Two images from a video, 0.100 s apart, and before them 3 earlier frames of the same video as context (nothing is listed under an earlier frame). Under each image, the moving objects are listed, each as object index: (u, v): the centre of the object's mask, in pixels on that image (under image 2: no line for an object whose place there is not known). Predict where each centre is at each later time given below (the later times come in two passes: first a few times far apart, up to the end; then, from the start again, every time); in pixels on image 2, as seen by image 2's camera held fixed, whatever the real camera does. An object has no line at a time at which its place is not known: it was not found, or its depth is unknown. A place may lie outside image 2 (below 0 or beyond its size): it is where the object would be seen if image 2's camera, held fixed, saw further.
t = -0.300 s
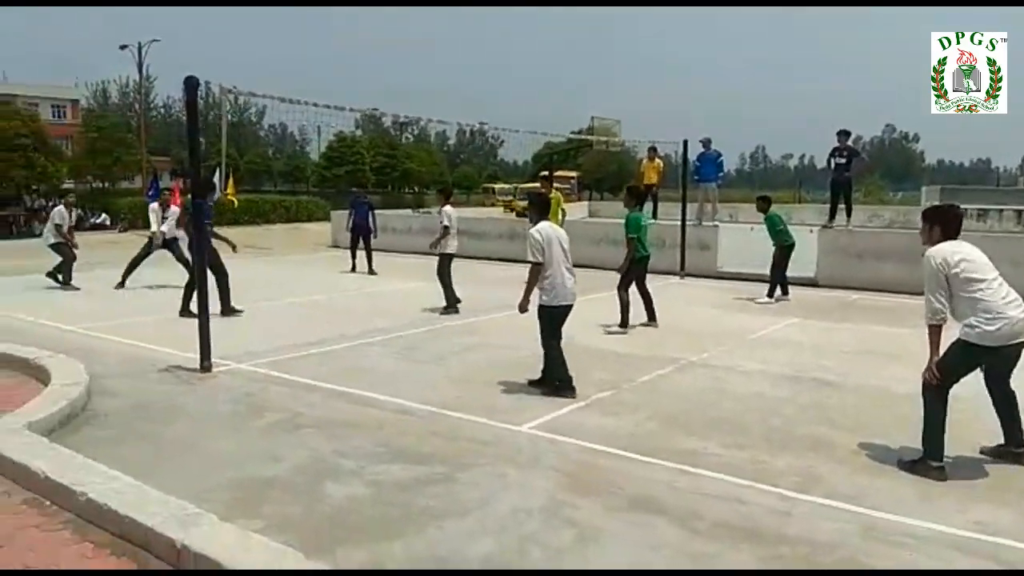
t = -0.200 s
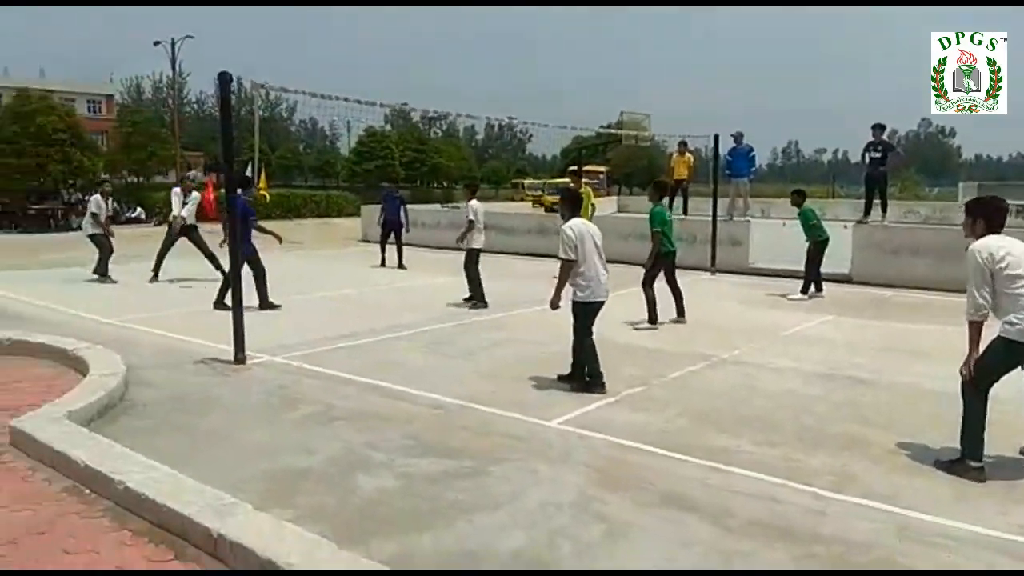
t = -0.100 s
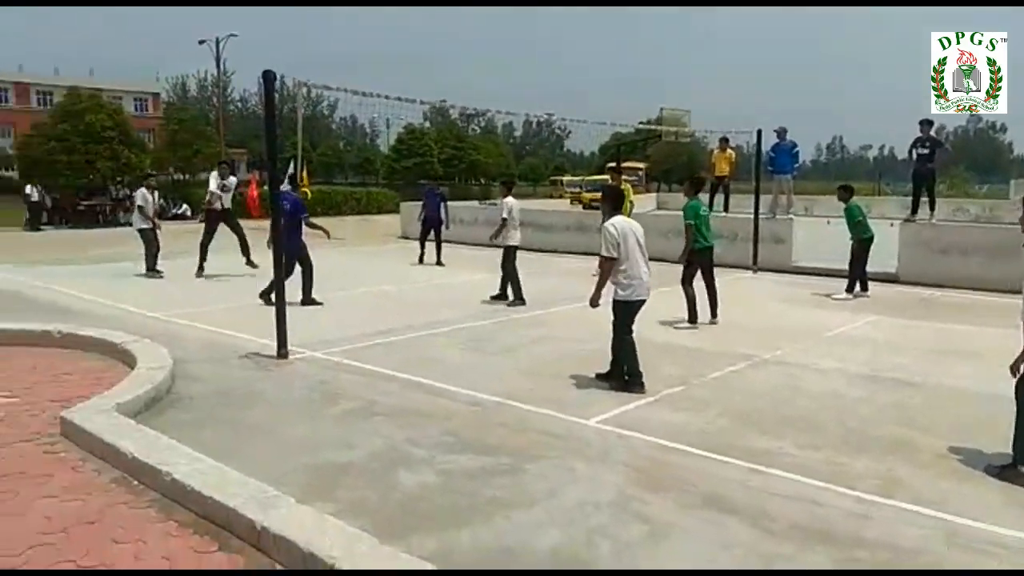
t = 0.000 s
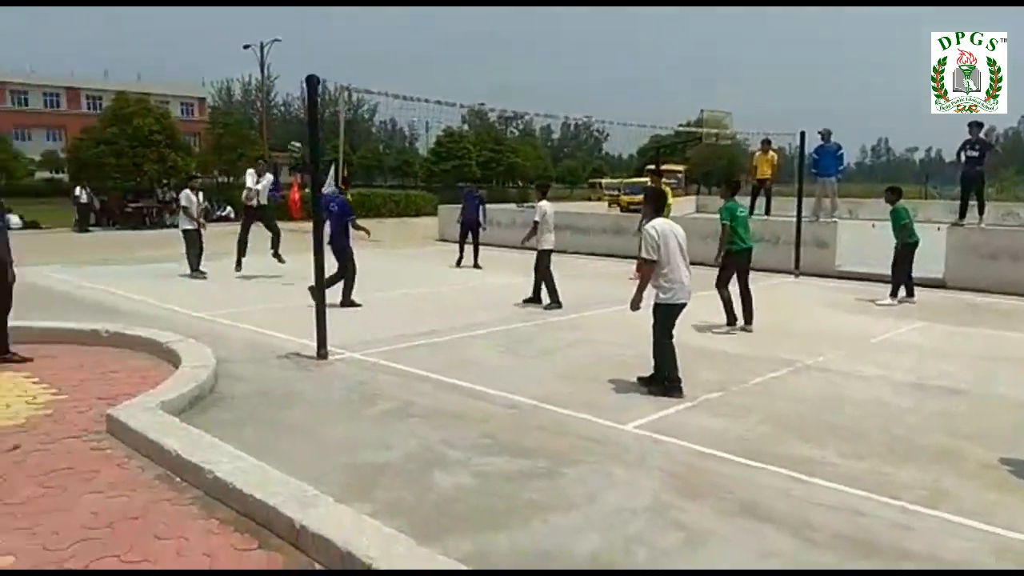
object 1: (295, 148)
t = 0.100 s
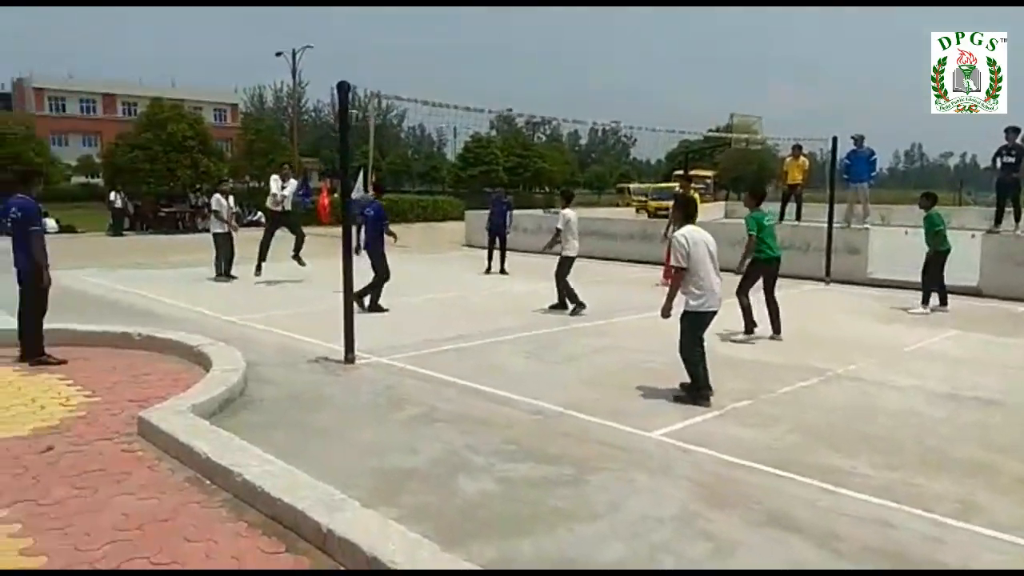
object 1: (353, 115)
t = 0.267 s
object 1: (405, 64)
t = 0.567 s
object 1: (514, 20)
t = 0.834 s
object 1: (625, 50)
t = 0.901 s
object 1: (652, 71)
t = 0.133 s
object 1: (363, 104)
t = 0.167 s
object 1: (370, 93)
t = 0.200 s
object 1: (383, 85)
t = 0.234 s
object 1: (394, 74)
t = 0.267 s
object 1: (405, 64)
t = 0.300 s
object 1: (416, 55)
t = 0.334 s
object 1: (427, 49)
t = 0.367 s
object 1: (439, 41)
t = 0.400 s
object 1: (451, 35)
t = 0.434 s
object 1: (463, 31)
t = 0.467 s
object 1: (476, 27)
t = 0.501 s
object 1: (489, 24)
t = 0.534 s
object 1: (501, 21)
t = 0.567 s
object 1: (514, 20)
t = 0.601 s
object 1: (527, 20)
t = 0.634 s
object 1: (540, 20)
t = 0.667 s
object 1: (554, 22)
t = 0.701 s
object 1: (569, 24)
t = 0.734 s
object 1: (583, 28)
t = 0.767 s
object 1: (598, 34)
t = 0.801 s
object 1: (612, 41)
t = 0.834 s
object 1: (625, 50)
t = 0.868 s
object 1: (639, 60)
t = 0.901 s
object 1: (652, 71)
